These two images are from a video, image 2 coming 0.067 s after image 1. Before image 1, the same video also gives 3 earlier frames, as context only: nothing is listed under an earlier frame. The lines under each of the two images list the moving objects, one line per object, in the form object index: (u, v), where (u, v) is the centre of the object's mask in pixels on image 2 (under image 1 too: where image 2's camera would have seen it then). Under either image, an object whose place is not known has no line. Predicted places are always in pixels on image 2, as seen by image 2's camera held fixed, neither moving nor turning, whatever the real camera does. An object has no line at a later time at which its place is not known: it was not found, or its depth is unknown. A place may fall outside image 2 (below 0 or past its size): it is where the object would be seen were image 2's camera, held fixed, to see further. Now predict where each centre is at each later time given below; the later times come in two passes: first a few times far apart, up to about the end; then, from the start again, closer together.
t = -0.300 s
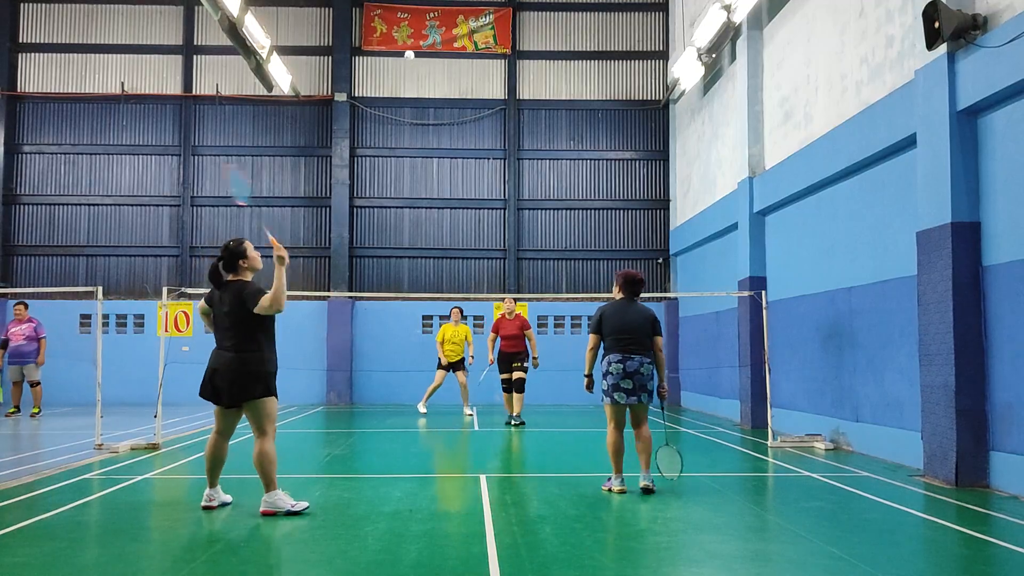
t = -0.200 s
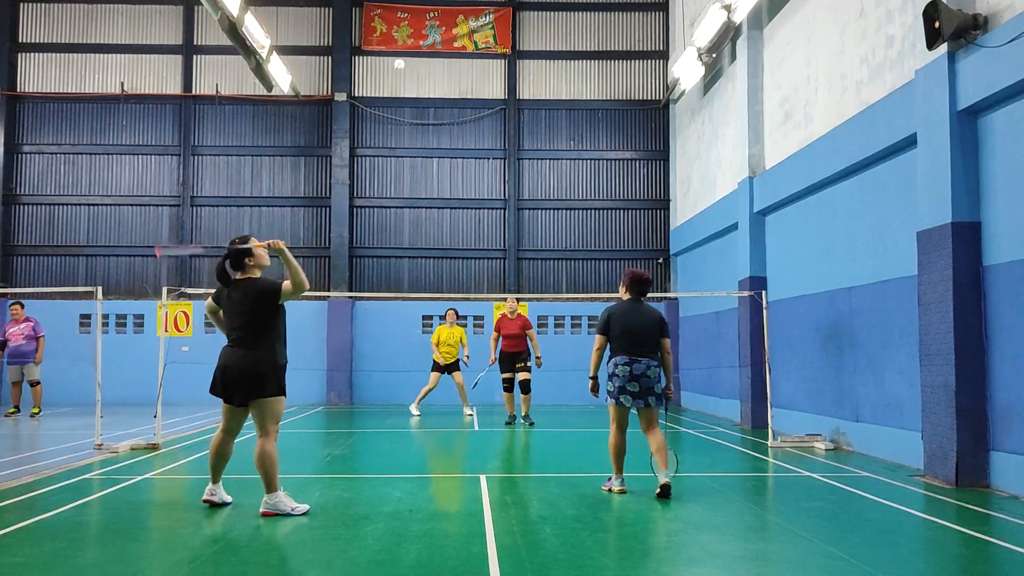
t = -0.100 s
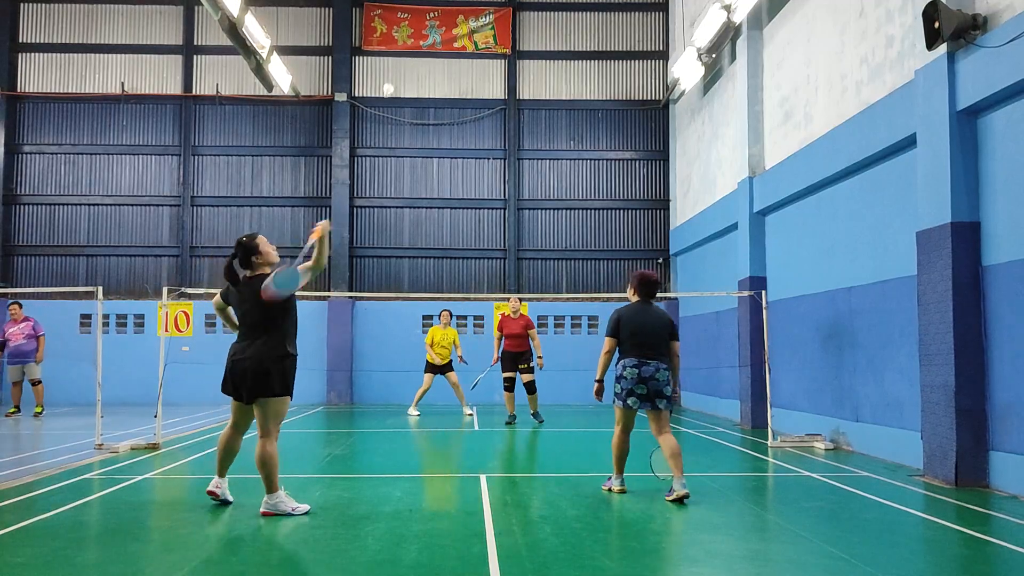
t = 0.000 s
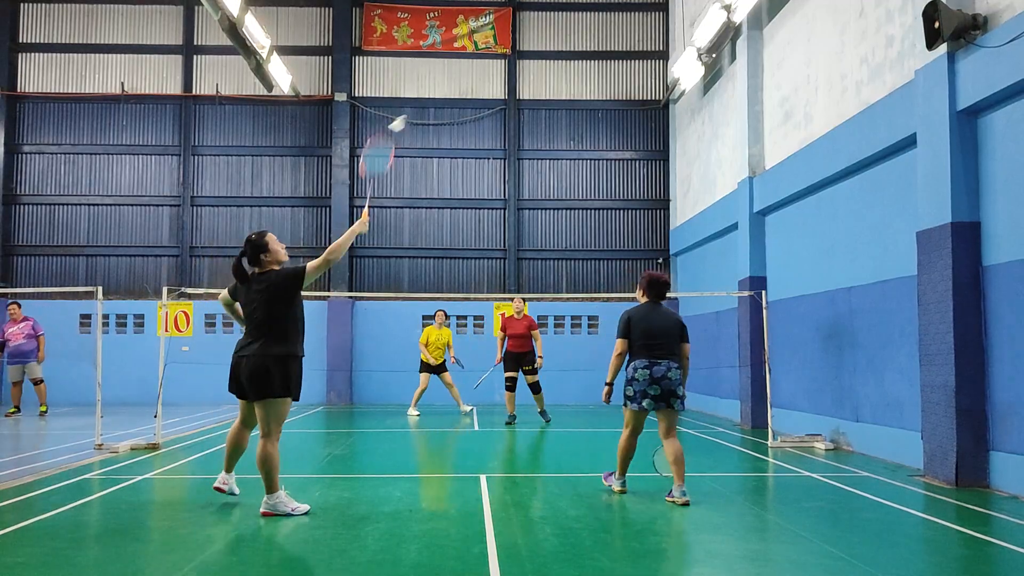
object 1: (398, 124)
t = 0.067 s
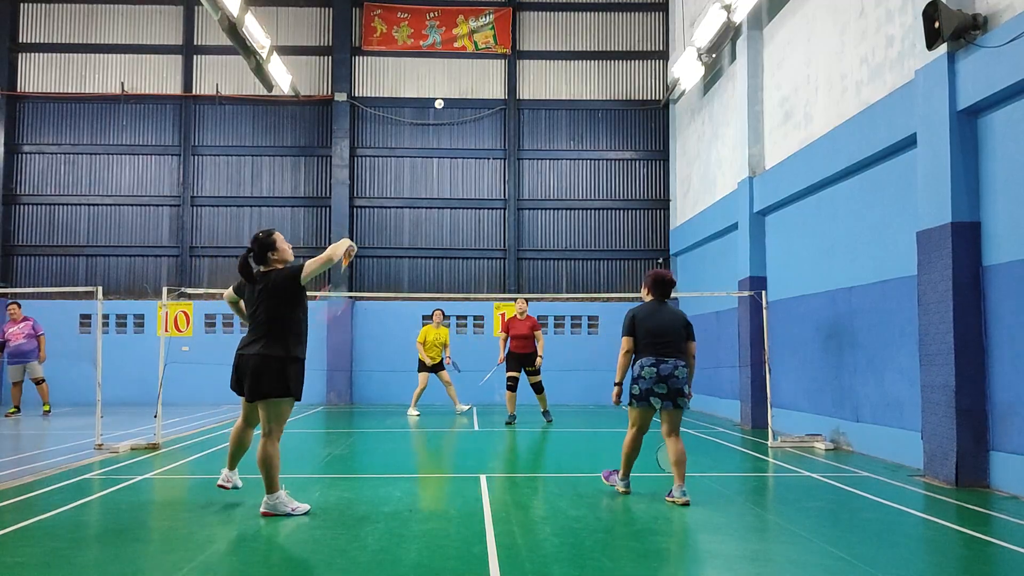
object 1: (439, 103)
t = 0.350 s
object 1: (487, 119)
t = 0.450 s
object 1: (494, 134)
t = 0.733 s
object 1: (508, 196)
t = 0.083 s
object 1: (443, 102)
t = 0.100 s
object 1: (448, 102)
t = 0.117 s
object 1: (453, 101)
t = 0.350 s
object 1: (487, 119)
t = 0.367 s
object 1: (488, 121)
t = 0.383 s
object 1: (490, 124)
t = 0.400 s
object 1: (491, 126)
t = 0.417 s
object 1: (492, 129)
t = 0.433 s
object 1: (493, 132)
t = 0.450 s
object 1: (494, 134)
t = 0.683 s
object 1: (506, 184)
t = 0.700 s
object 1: (507, 188)
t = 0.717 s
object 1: (508, 192)
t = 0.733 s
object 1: (508, 196)
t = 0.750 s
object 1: (509, 201)
